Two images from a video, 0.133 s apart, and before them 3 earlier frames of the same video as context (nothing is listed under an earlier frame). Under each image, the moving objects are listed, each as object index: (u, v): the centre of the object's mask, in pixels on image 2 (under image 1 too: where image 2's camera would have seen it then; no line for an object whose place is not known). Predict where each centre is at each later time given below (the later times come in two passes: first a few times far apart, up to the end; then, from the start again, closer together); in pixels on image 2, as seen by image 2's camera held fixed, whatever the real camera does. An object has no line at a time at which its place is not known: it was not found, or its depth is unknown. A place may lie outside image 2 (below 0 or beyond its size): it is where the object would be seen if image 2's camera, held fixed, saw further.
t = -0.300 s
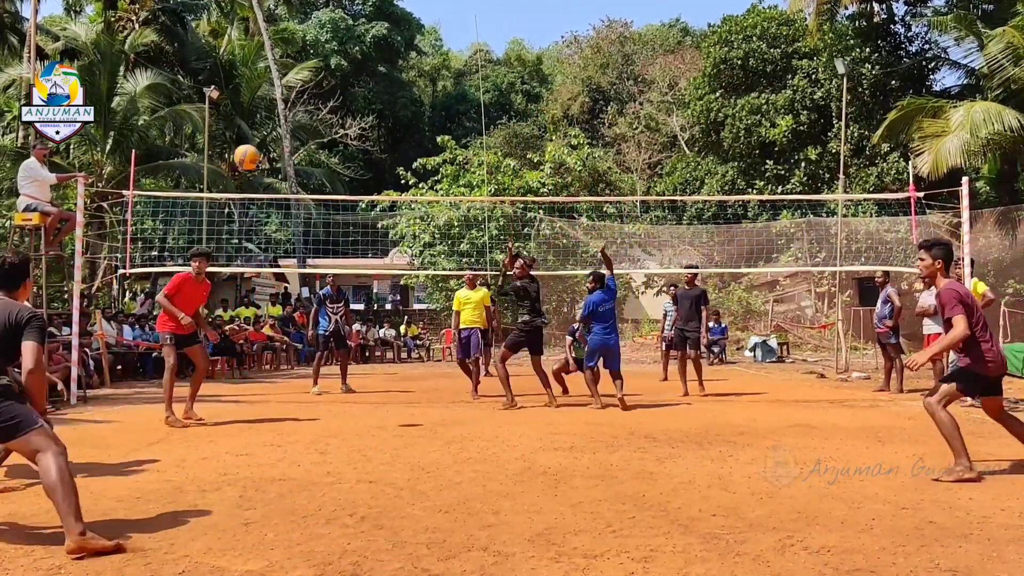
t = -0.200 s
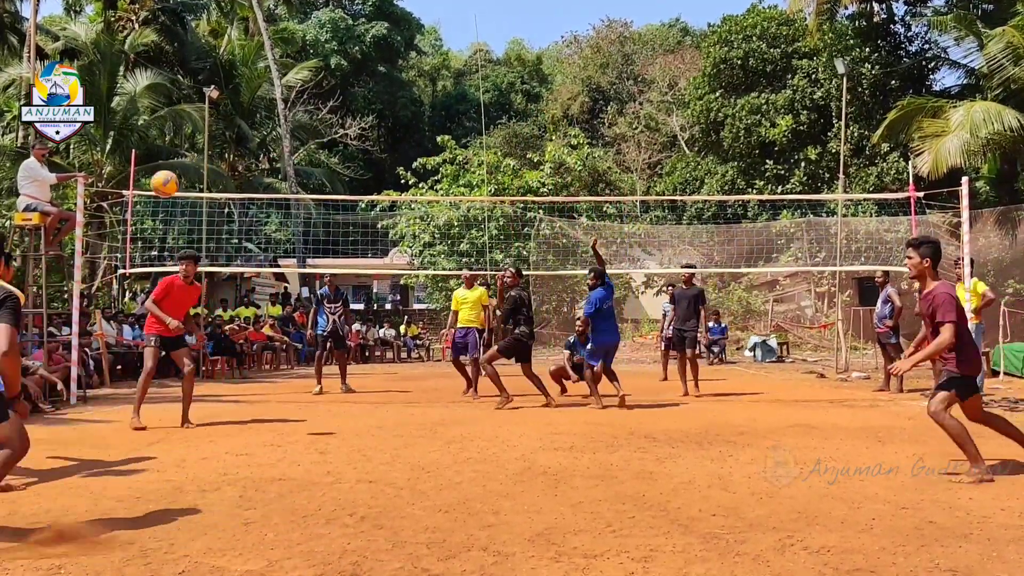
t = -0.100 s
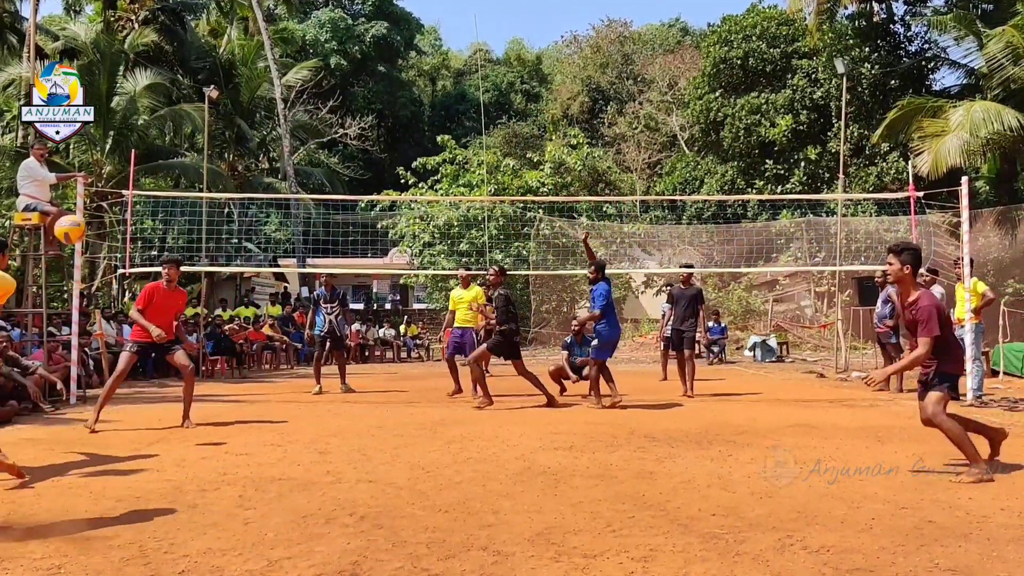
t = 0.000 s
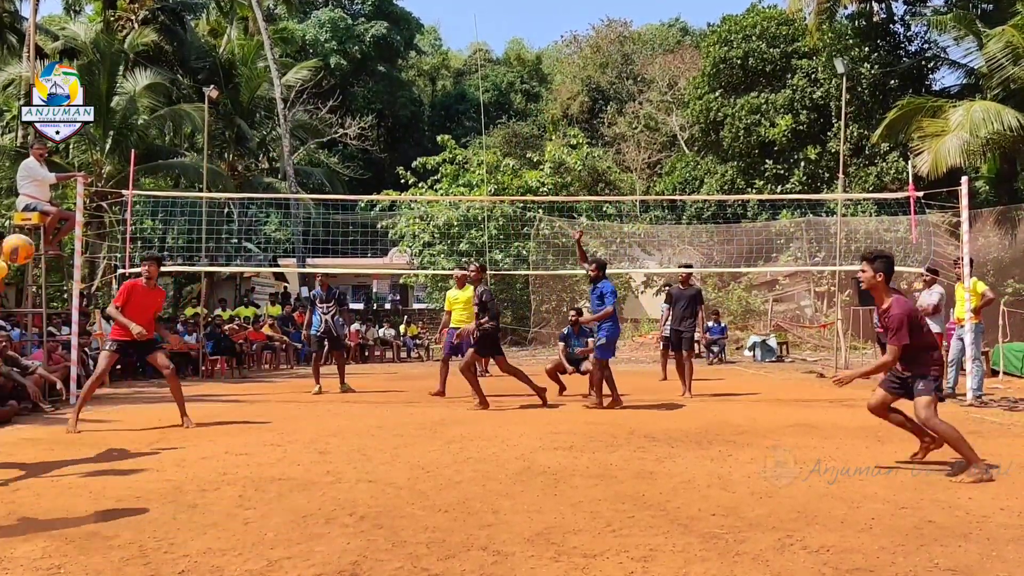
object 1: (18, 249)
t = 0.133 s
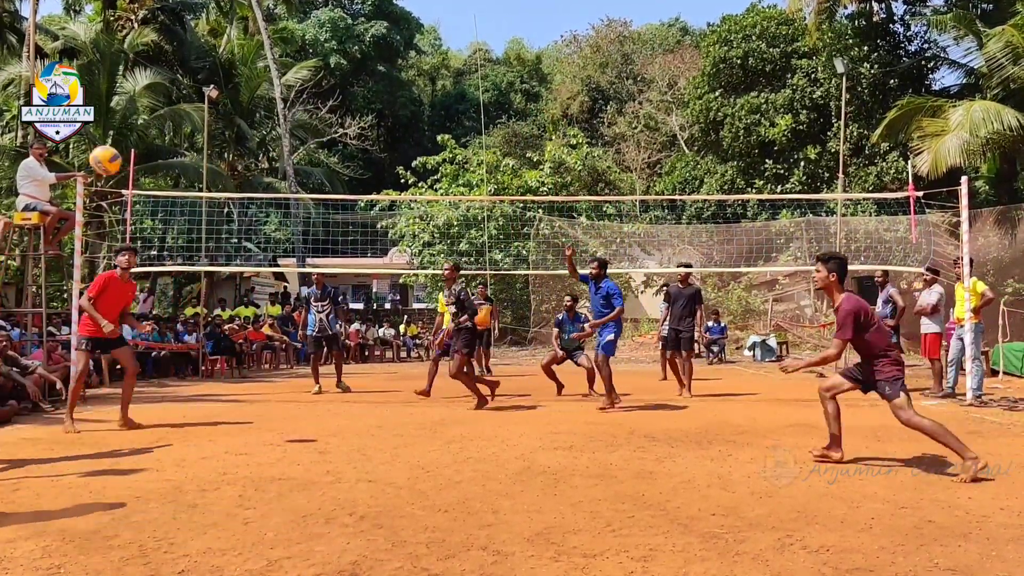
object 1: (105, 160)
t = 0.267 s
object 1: (183, 102)
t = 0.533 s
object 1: (316, 63)
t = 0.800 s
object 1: (424, 103)
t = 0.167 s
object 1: (126, 143)
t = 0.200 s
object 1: (146, 128)
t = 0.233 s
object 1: (165, 114)
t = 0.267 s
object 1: (183, 102)
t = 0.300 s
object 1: (202, 92)
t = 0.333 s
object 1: (219, 84)
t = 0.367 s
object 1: (237, 77)
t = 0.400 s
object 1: (253, 71)
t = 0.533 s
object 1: (316, 63)
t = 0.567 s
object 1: (331, 64)
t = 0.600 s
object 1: (345, 66)
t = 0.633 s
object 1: (359, 69)
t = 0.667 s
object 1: (372, 73)
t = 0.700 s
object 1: (386, 79)
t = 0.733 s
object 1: (399, 86)
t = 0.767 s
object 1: (412, 94)
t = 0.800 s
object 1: (424, 103)
